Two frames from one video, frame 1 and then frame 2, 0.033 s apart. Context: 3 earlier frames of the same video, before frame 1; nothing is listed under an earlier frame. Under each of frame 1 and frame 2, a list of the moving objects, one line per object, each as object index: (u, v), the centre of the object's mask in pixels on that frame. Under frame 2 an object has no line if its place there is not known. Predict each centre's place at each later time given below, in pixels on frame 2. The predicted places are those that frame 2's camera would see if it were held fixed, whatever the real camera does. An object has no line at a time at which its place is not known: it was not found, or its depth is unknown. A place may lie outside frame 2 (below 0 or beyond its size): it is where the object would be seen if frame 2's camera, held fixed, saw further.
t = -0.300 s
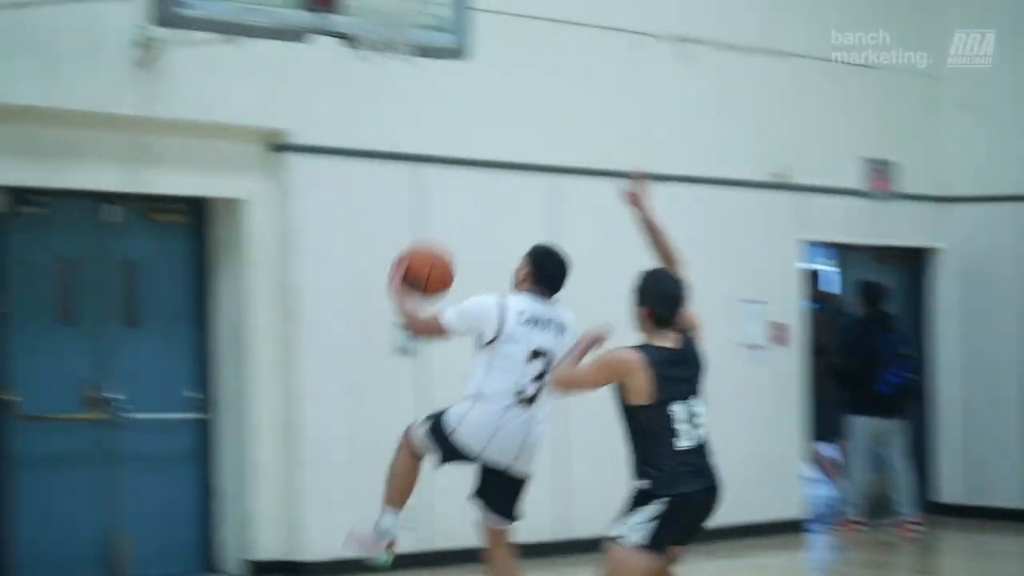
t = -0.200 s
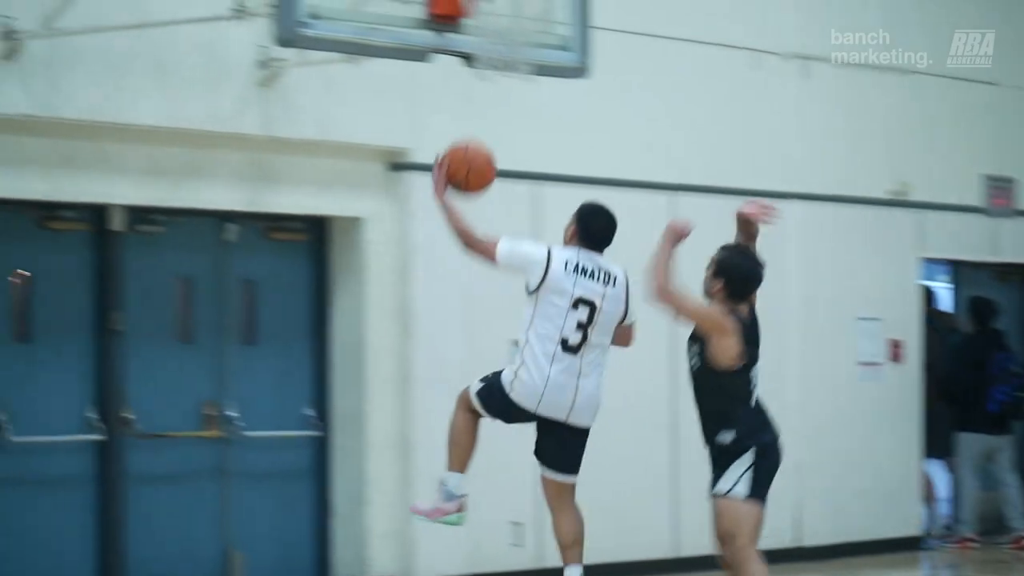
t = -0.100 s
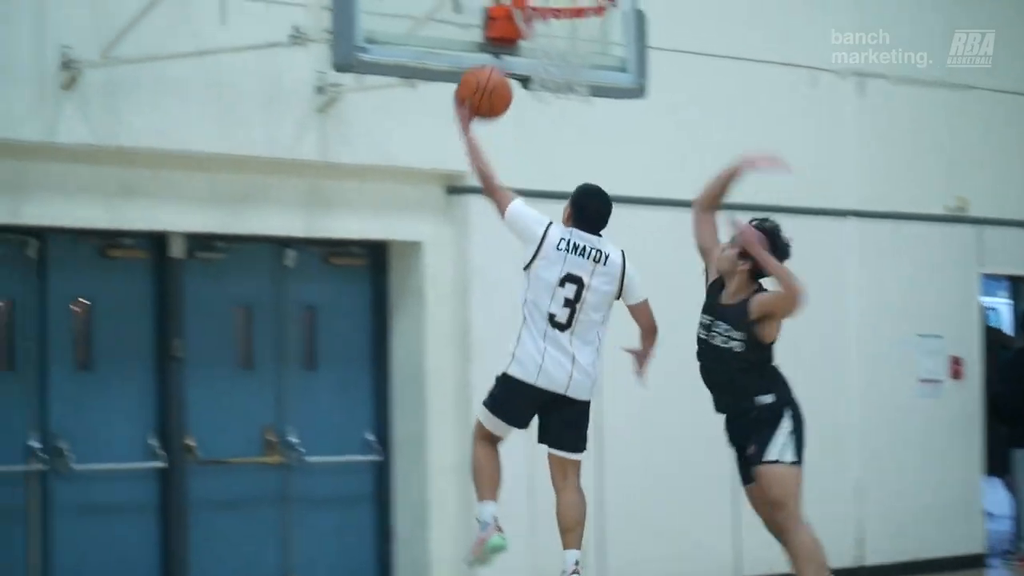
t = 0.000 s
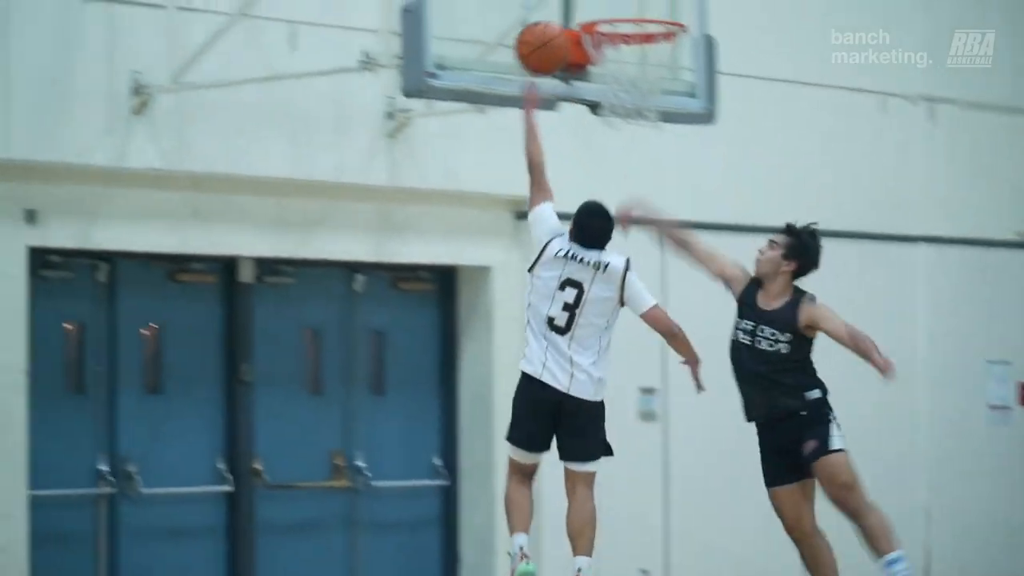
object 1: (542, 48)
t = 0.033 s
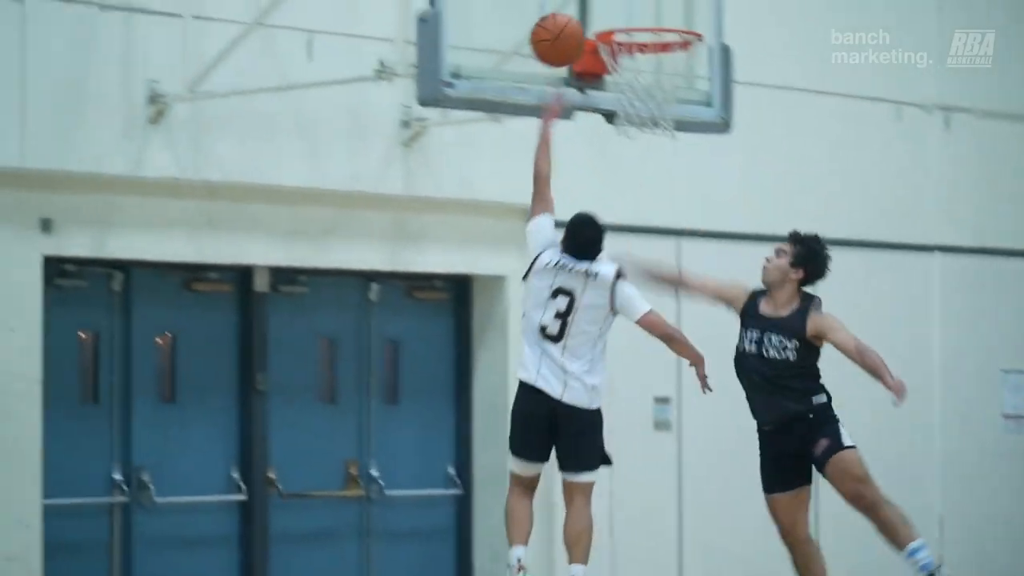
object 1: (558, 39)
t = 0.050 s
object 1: (557, 32)
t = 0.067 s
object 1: (557, 24)
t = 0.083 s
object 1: (557, 18)
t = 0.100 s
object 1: (556, 12)
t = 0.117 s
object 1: (556, 7)
